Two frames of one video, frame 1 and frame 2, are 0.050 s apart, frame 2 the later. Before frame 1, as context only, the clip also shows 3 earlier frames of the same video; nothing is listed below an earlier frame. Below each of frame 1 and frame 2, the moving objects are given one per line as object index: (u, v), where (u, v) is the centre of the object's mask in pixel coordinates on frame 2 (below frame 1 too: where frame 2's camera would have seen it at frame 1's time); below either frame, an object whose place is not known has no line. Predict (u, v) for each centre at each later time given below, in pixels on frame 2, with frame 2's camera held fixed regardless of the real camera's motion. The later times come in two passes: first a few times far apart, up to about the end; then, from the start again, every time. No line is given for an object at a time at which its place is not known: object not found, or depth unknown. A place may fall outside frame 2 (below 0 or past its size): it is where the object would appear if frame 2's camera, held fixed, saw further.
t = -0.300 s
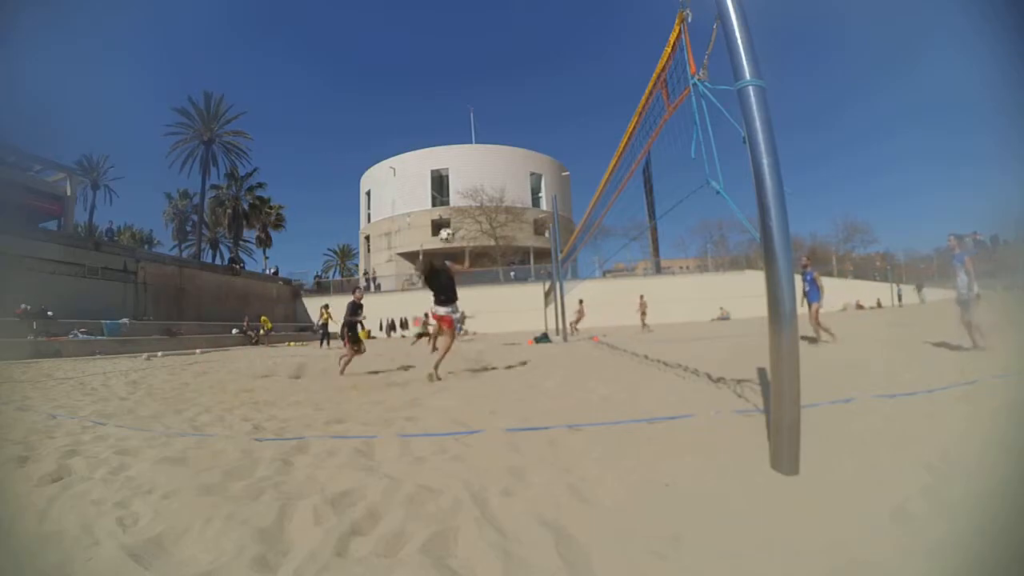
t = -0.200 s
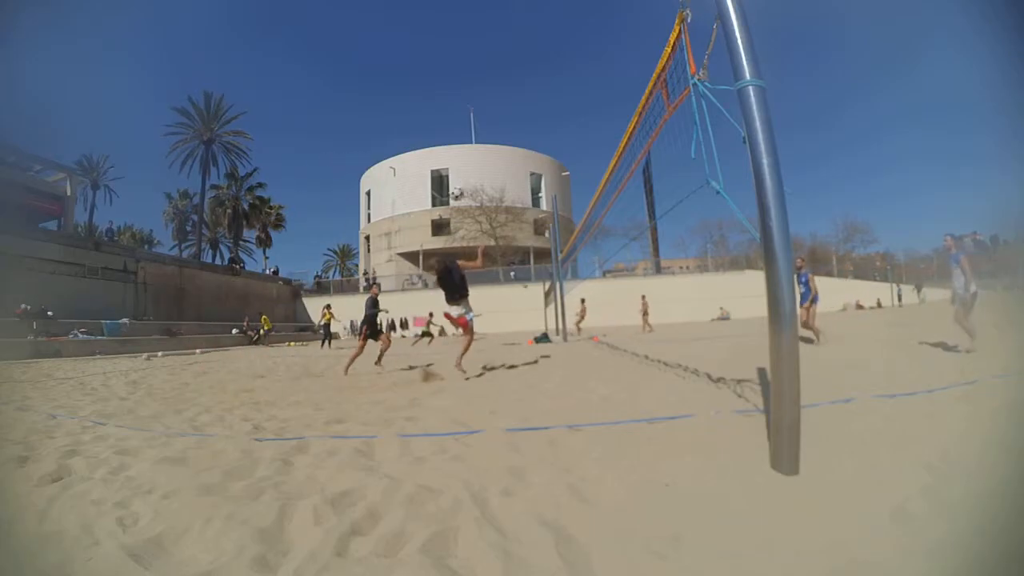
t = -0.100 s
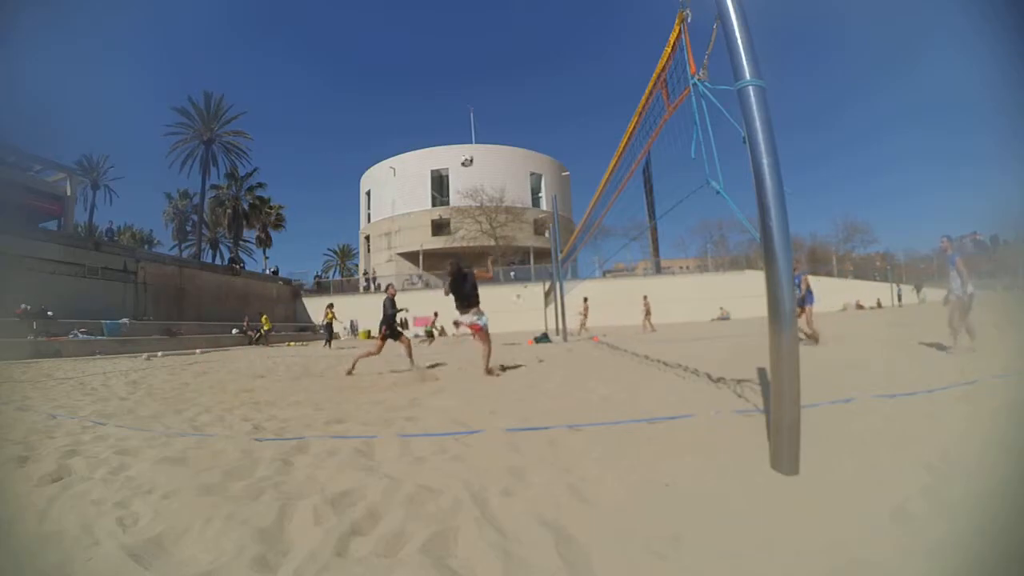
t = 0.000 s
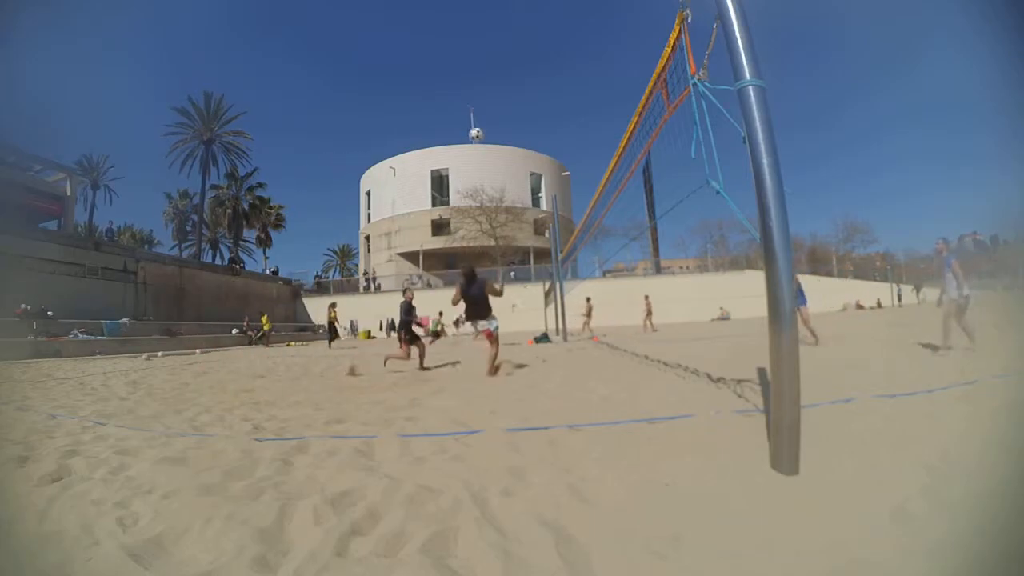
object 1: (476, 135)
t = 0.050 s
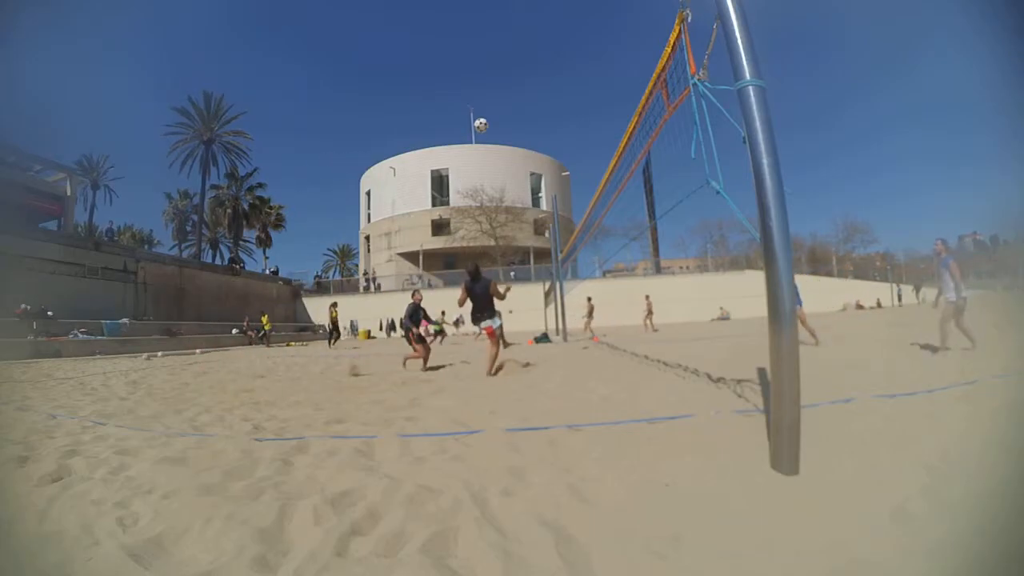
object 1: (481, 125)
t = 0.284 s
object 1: (503, 100)
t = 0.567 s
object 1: (529, 111)
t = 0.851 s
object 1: (558, 163)
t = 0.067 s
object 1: (482, 121)
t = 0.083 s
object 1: (483, 119)
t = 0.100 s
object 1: (485, 117)
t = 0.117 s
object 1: (487, 115)
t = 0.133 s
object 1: (489, 112)
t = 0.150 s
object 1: (490, 110)
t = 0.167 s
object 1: (491, 108)
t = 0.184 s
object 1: (493, 107)
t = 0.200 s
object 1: (495, 106)
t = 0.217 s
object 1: (497, 104)
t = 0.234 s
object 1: (498, 103)
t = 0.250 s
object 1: (499, 102)
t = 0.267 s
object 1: (501, 101)
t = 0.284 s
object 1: (503, 100)
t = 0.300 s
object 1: (504, 100)
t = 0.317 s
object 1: (506, 99)
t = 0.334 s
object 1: (506, 99)
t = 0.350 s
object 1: (508, 99)
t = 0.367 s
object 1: (510, 99)
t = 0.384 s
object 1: (510, 98)
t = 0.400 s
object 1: (511, 99)
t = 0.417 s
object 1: (515, 99)
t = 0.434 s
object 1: (517, 100)
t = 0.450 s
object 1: (518, 101)
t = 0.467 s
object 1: (520, 102)
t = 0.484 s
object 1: (521, 103)
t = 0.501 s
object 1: (523, 105)
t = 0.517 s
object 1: (524, 106)
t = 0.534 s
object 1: (526, 107)
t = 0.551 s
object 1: (528, 109)
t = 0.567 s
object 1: (529, 111)
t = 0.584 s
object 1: (531, 113)
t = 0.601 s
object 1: (532, 115)
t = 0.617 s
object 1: (534, 117)
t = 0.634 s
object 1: (535, 120)
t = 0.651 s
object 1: (537, 122)
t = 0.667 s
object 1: (539, 123)
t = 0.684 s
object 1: (540, 127)
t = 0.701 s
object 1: (542, 130)
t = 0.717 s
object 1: (544, 134)
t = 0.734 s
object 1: (546, 137)
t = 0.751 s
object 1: (547, 140)
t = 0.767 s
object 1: (549, 144)
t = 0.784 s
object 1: (551, 147)
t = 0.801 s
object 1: (553, 151)
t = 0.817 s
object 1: (555, 155)
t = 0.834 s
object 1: (556, 159)
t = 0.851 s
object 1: (558, 163)
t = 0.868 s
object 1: (559, 168)
